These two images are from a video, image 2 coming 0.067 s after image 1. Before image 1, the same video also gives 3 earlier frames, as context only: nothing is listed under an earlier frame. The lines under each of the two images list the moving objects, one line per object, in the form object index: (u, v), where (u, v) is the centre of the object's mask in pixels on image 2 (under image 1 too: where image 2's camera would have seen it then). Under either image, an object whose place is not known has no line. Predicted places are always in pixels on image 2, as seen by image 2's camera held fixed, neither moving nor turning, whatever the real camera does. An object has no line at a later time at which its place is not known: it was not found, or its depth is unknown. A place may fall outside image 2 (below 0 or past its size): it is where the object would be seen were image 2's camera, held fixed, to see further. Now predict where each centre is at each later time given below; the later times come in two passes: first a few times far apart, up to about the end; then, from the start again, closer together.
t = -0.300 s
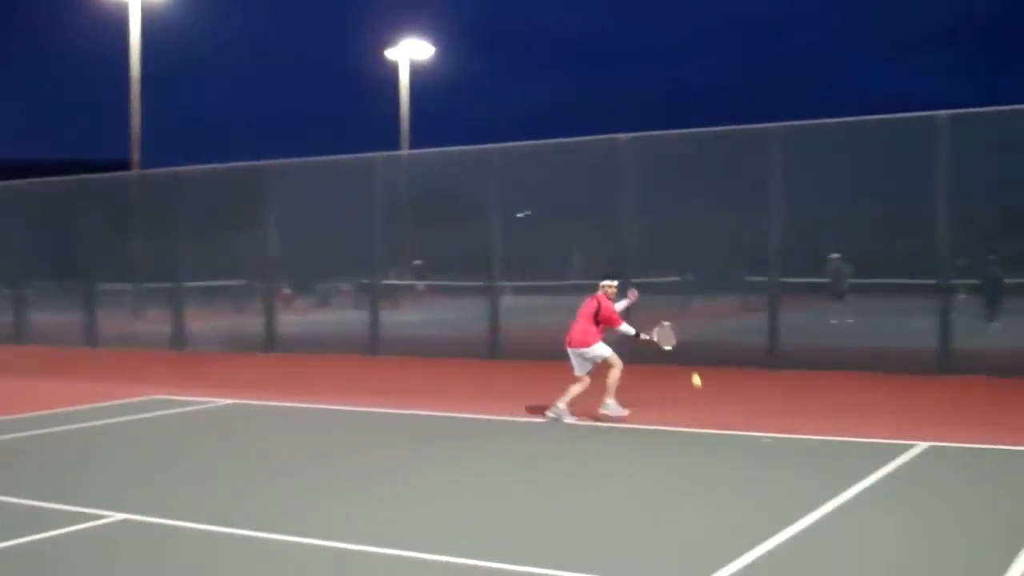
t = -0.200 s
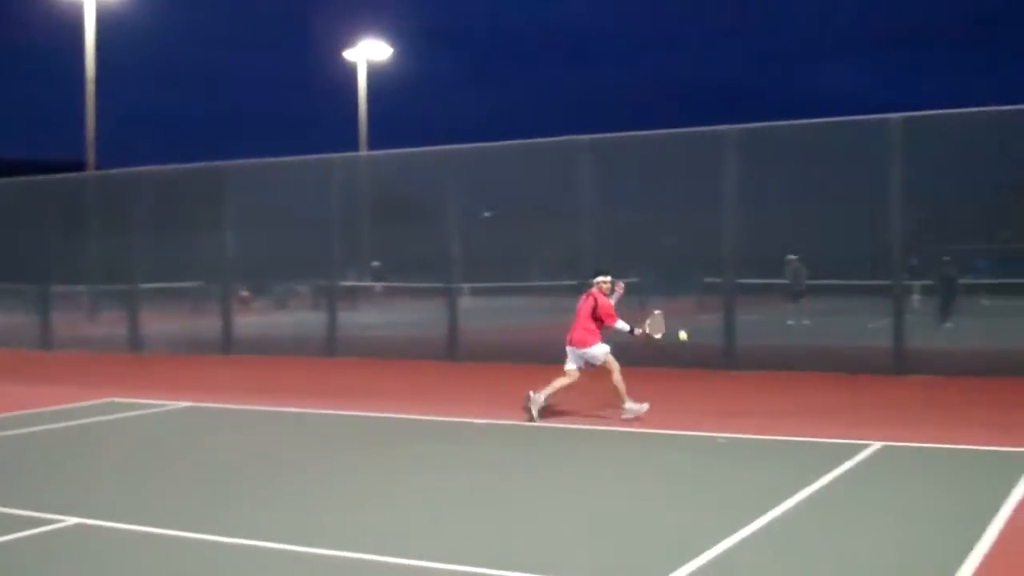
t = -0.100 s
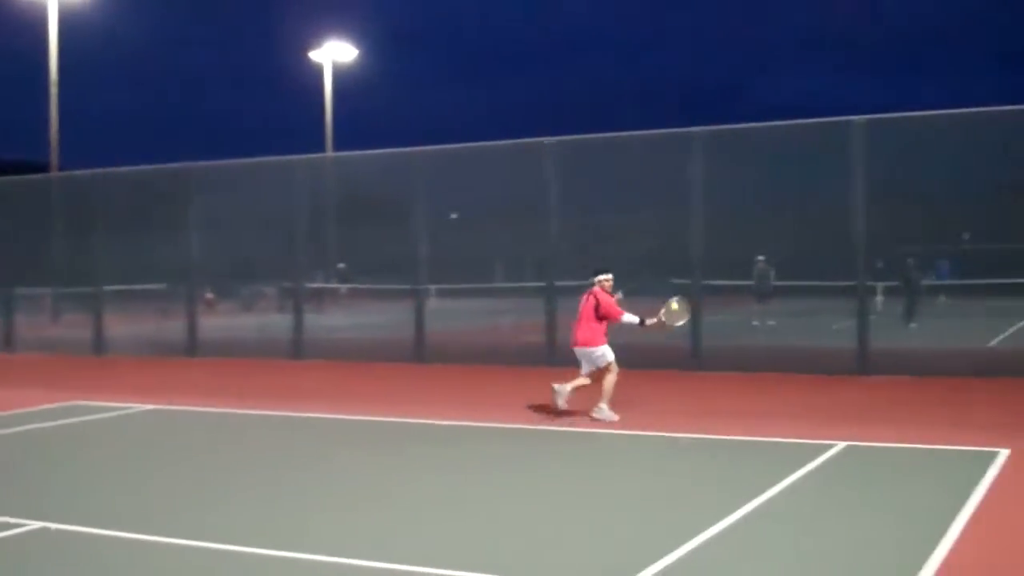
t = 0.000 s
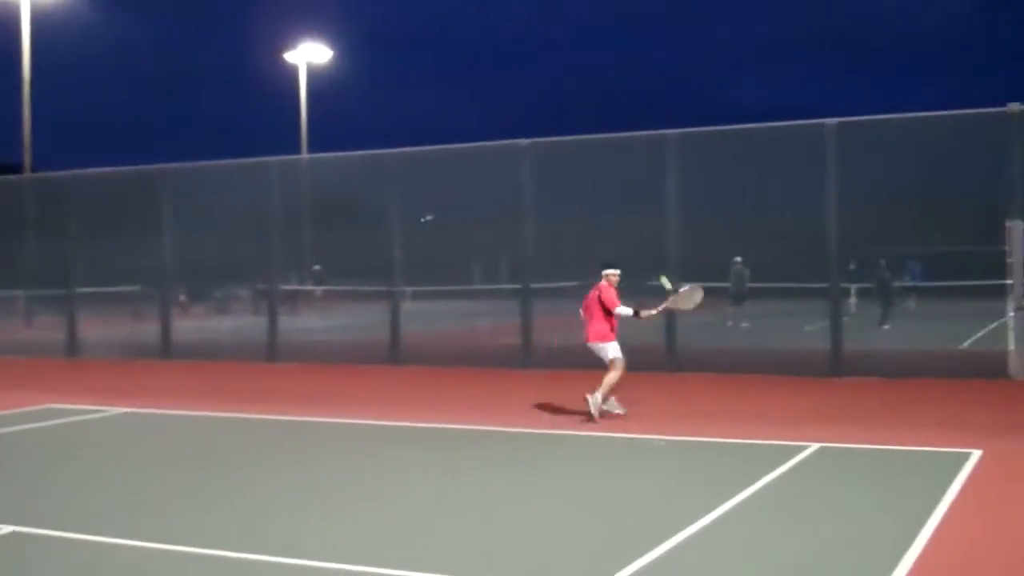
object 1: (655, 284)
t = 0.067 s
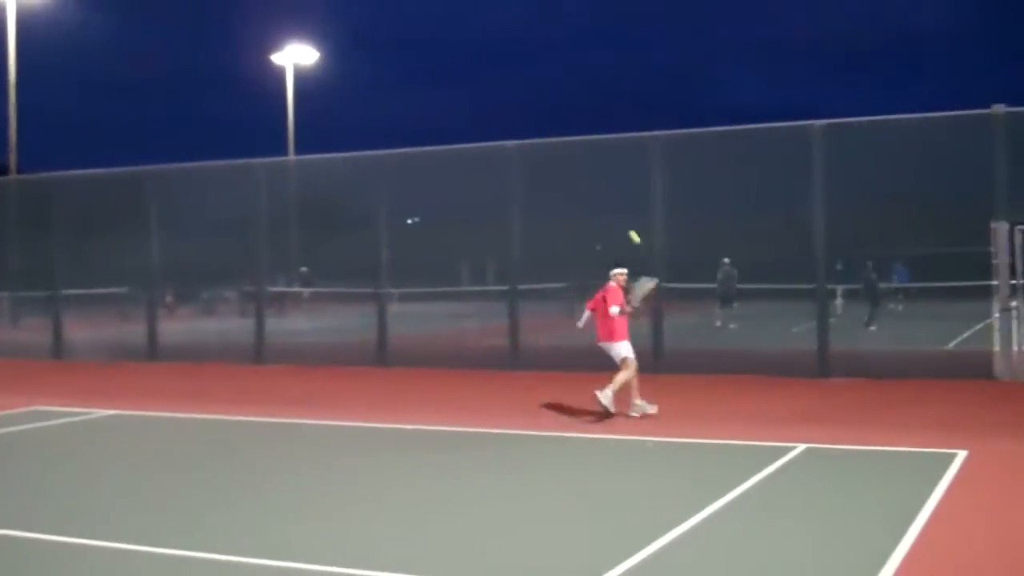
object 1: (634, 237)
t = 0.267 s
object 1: (574, 122)
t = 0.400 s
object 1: (540, 68)
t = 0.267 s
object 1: (574, 122)
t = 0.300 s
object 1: (565, 107)
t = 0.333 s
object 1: (557, 92)
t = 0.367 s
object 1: (548, 80)
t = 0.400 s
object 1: (540, 68)
